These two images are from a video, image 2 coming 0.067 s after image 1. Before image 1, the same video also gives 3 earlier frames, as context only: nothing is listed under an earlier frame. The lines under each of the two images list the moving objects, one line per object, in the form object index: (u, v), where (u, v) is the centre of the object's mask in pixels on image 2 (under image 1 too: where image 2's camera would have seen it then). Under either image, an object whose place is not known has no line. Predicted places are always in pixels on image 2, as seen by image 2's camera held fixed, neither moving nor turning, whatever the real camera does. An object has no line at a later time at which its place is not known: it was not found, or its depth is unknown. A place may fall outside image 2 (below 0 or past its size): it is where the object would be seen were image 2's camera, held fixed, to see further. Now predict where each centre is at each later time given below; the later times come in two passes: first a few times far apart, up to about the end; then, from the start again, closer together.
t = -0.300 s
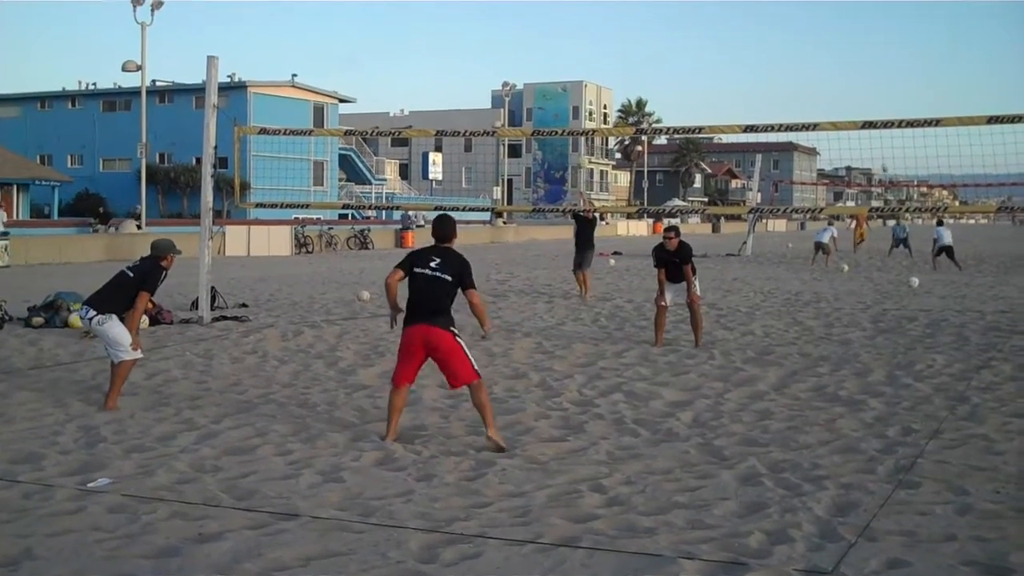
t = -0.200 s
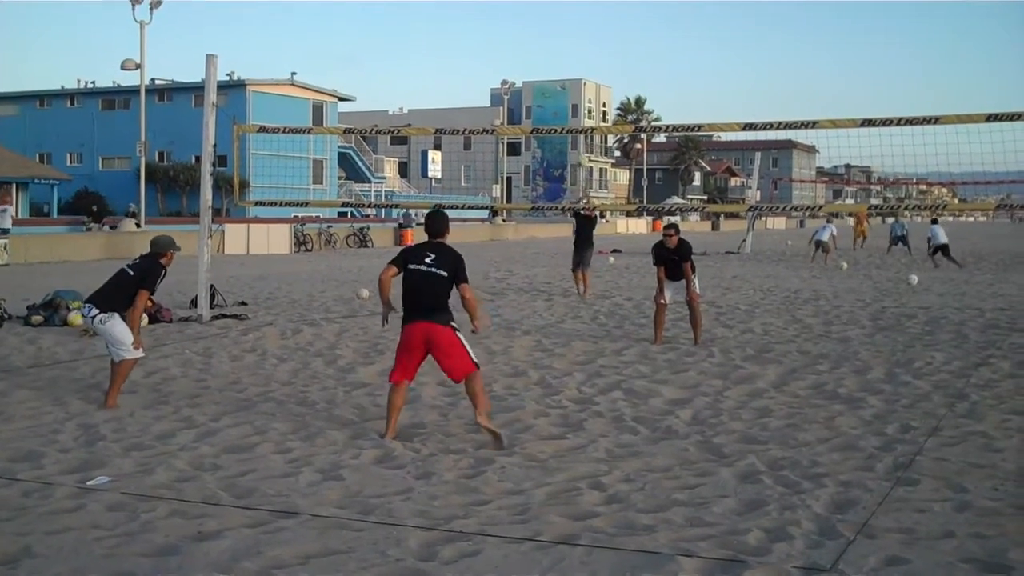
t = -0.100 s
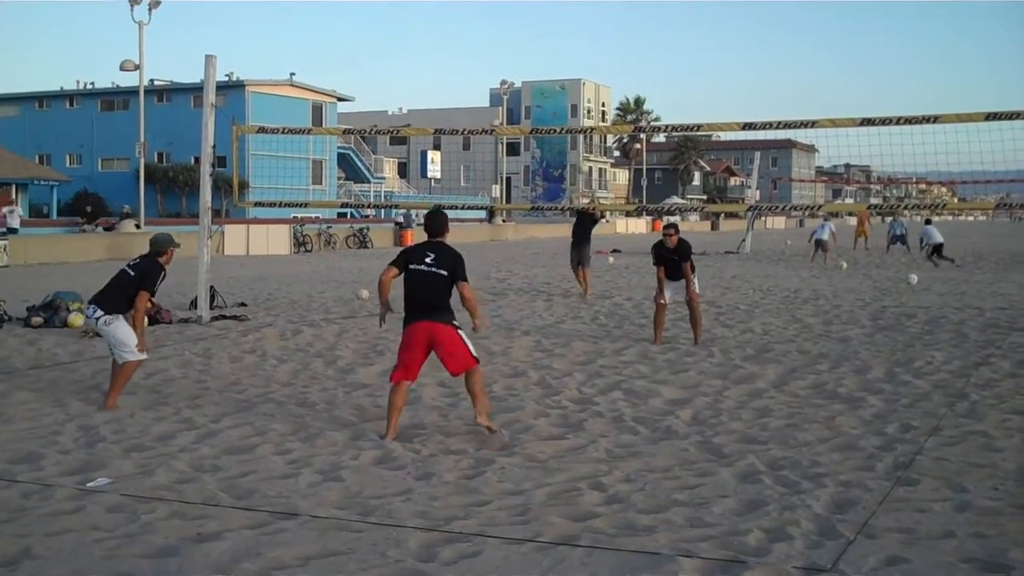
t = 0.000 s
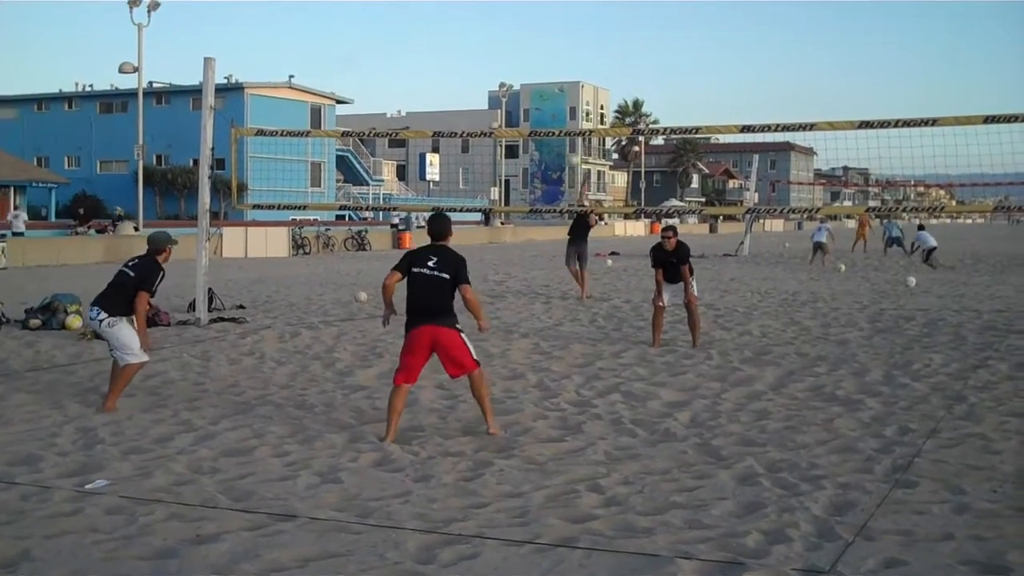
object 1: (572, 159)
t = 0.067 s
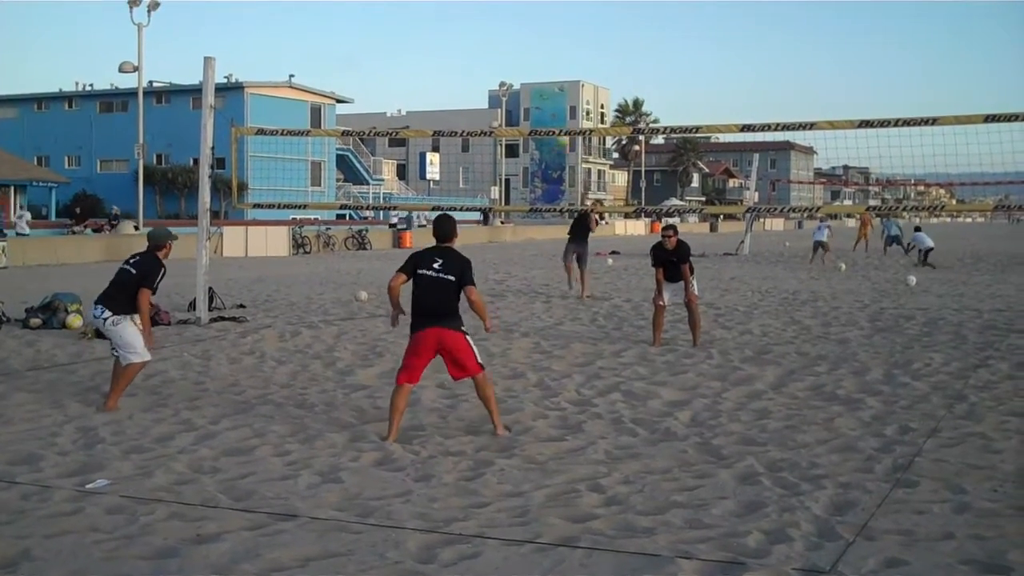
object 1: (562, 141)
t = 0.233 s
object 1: (527, 90)
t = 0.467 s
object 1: (459, 47)
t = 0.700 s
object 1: (369, 36)
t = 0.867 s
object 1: (282, 56)
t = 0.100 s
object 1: (556, 126)
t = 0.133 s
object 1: (550, 119)
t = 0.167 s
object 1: (542, 109)
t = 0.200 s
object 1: (536, 99)
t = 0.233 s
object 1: (527, 90)
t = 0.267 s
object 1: (518, 82)
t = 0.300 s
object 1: (509, 75)
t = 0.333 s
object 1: (499, 68)
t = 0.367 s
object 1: (490, 62)
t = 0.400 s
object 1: (480, 56)
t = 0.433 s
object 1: (470, 51)
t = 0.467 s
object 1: (459, 47)
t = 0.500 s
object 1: (448, 43)
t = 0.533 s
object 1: (436, 41)
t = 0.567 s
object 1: (423, 38)
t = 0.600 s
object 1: (411, 36)
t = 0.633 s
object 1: (397, 35)
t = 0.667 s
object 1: (383, 35)
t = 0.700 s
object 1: (369, 36)
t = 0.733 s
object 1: (353, 36)
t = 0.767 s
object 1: (337, 39)
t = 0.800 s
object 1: (319, 43)
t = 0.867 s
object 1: (282, 56)
